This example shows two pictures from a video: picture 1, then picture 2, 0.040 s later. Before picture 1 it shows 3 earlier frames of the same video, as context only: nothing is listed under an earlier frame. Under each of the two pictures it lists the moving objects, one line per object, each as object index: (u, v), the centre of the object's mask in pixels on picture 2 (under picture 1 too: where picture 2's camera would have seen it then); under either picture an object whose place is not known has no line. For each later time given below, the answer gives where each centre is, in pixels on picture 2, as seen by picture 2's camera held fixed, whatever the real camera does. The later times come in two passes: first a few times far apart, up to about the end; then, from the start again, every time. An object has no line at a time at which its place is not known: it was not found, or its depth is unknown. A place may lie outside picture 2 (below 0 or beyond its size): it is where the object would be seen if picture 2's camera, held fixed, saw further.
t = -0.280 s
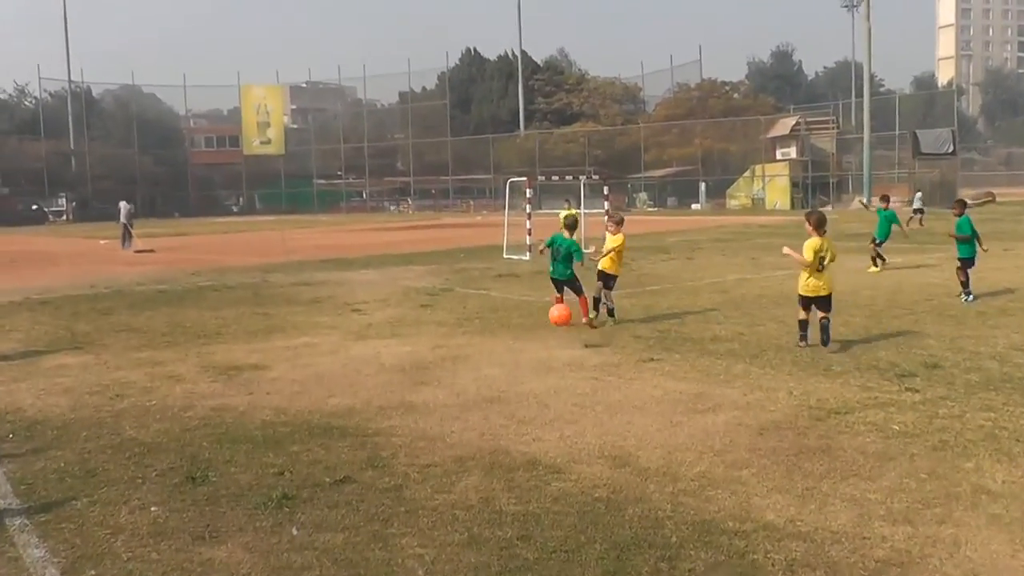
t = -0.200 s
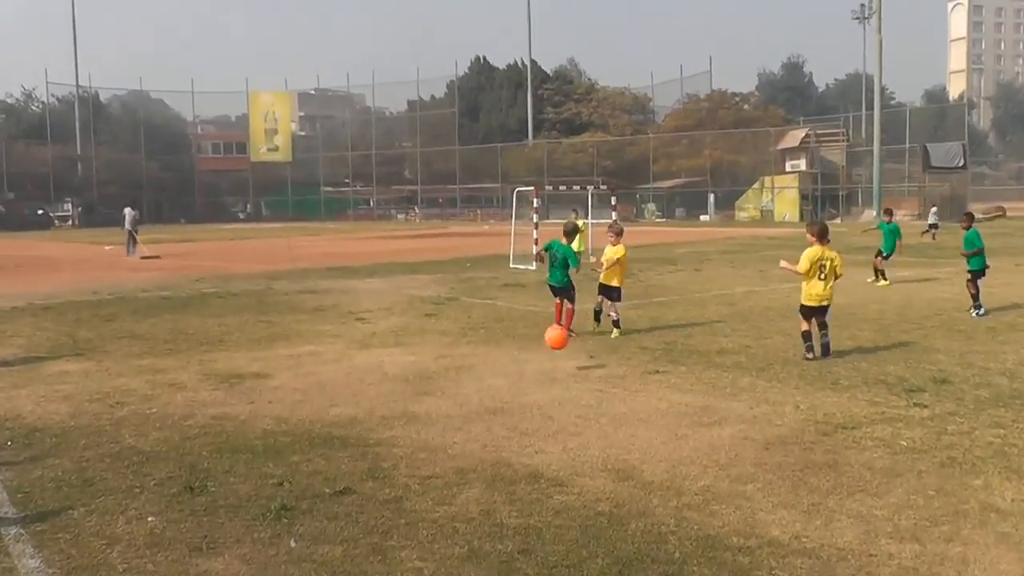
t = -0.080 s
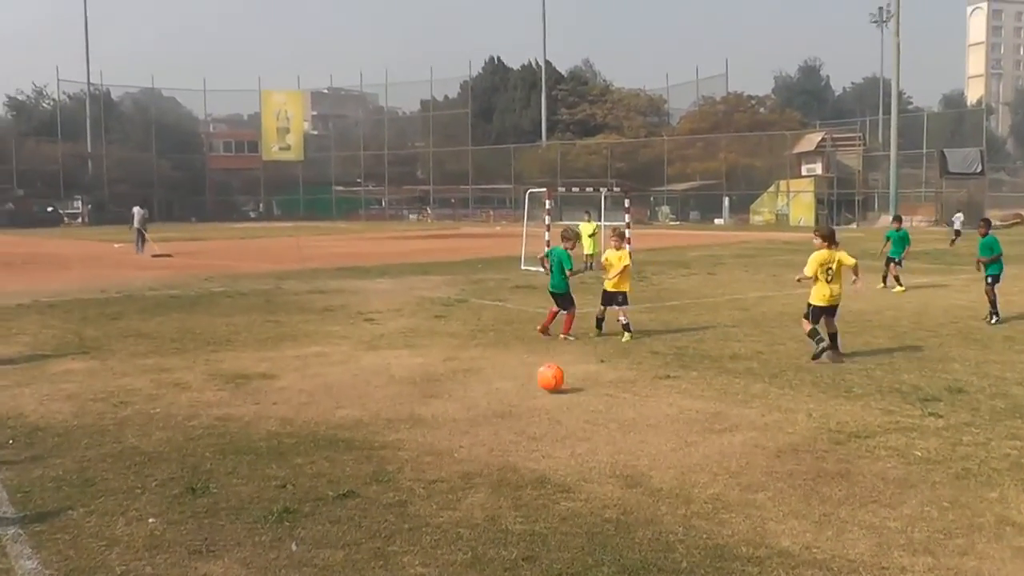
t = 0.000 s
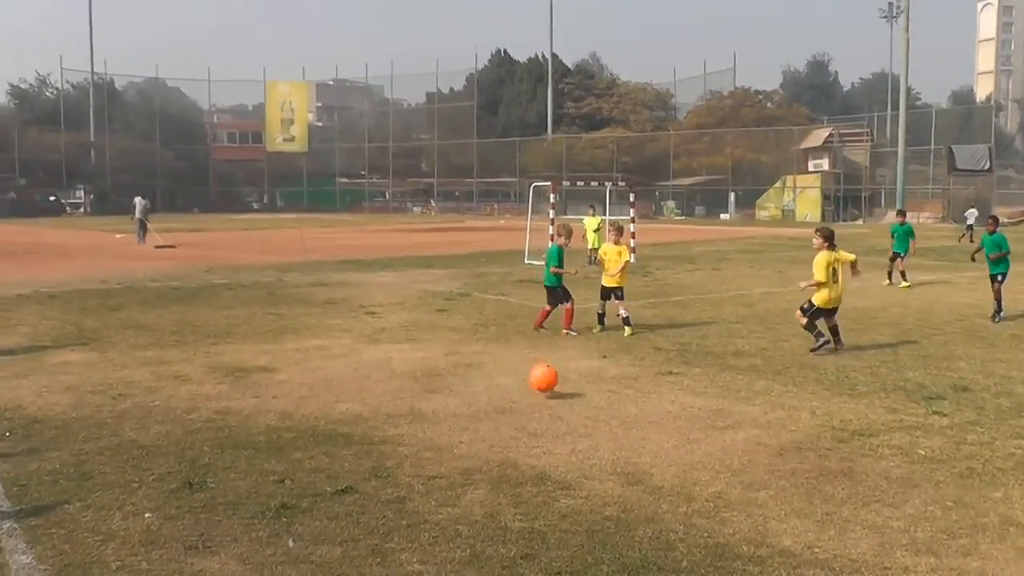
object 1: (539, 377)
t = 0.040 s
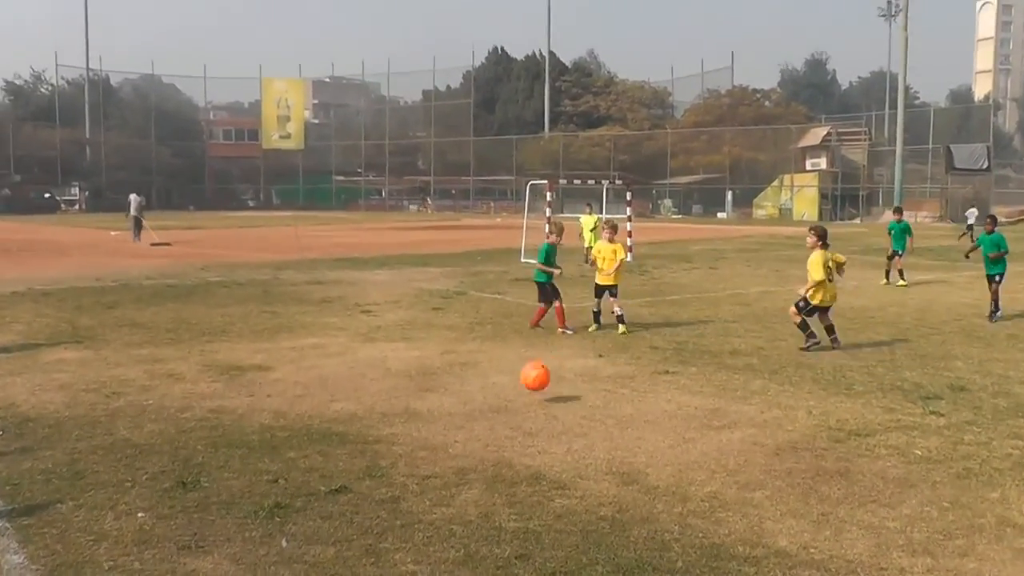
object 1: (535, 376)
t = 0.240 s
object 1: (512, 409)
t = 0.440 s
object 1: (494, 443)
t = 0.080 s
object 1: (531, 377)
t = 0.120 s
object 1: (526, 382)
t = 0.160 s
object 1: (522, 388)
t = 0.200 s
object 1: (517, 397)
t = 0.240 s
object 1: (512, 409)
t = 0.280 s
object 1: (507, 423)
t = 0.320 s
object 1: (504, 424)
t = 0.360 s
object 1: (501, 428)
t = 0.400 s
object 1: (498, 434)
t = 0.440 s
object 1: (494, 443)
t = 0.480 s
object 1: (491, 446)
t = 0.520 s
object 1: (487, 449)
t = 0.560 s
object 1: (483, 455)
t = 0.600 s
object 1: (479, 463)
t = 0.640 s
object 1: (475, 468)
